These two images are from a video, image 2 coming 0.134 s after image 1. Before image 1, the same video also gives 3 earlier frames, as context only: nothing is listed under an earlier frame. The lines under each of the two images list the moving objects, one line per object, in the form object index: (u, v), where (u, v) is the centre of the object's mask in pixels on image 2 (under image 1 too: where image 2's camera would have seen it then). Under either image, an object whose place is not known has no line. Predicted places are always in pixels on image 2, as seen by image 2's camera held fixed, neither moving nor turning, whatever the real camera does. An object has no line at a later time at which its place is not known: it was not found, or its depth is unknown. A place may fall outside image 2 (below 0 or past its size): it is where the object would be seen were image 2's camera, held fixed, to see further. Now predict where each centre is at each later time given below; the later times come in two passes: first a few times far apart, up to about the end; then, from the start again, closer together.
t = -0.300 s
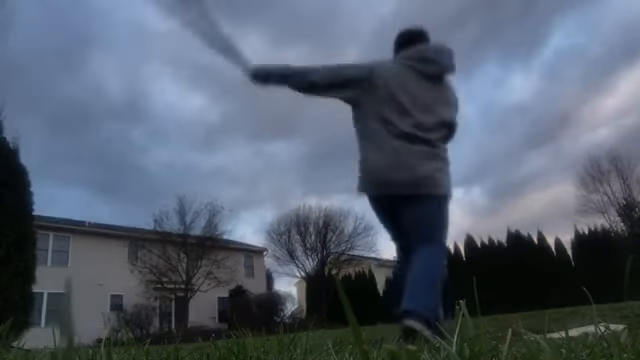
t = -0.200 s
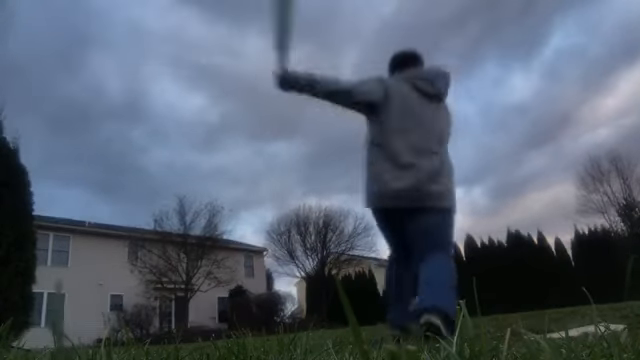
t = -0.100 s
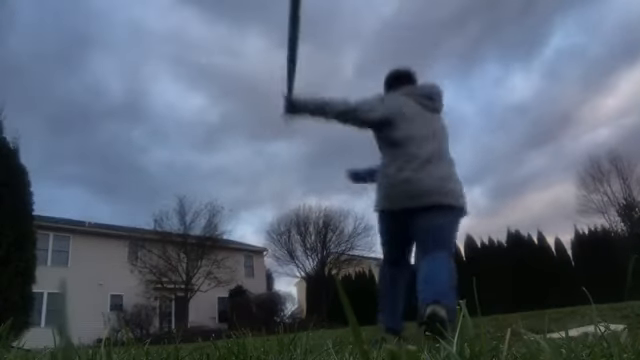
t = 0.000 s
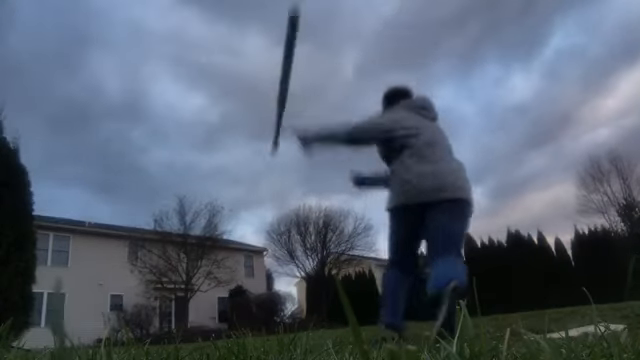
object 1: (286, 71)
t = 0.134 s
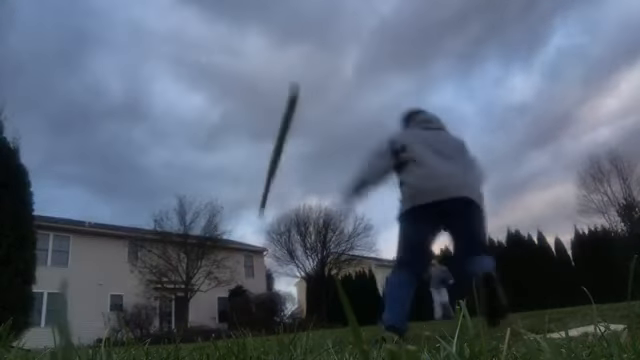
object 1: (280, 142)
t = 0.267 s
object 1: (283, 220)
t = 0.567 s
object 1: (303, 314)
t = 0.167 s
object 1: (279, 162)
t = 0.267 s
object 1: (283, 220)
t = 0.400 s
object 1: (260, 319)
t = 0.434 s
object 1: (300, 319)
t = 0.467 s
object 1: (302, 322)
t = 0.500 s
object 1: (299, 318)
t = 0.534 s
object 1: (305, 314)
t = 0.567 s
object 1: (303, 314)
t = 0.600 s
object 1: (318, 310)
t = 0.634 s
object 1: (320, 312)
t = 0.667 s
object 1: (315, 317)
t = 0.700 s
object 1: (305, 326)
